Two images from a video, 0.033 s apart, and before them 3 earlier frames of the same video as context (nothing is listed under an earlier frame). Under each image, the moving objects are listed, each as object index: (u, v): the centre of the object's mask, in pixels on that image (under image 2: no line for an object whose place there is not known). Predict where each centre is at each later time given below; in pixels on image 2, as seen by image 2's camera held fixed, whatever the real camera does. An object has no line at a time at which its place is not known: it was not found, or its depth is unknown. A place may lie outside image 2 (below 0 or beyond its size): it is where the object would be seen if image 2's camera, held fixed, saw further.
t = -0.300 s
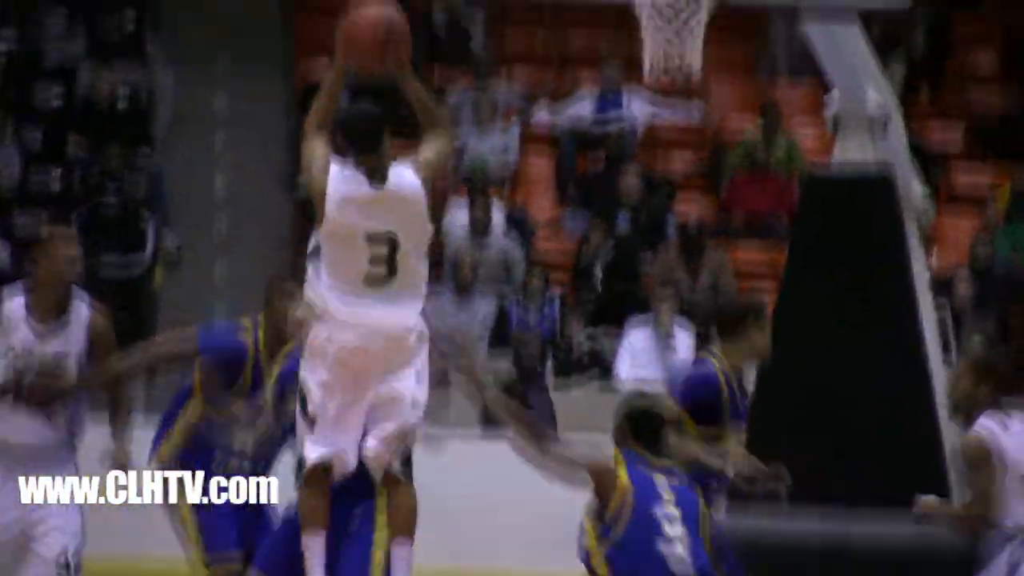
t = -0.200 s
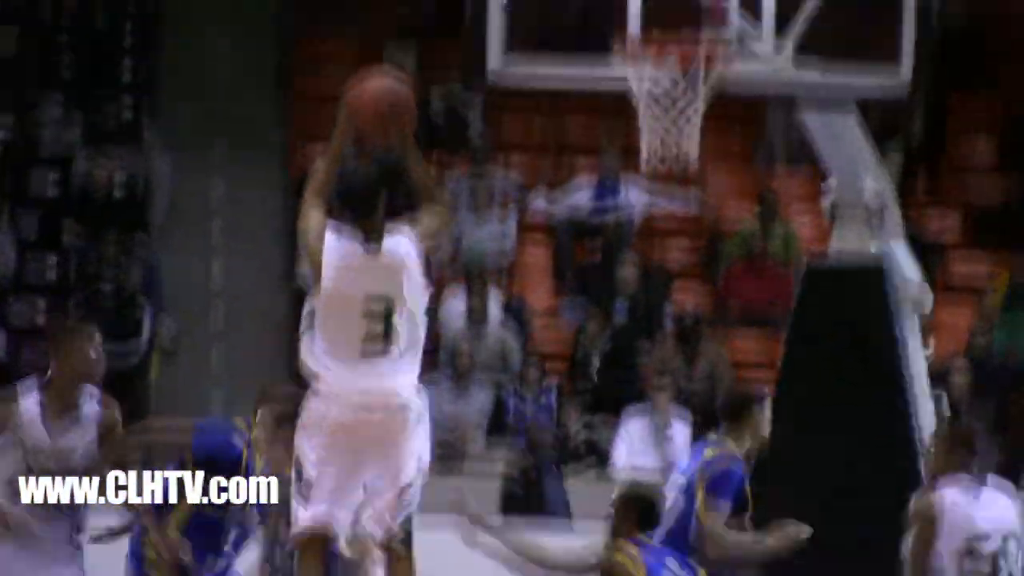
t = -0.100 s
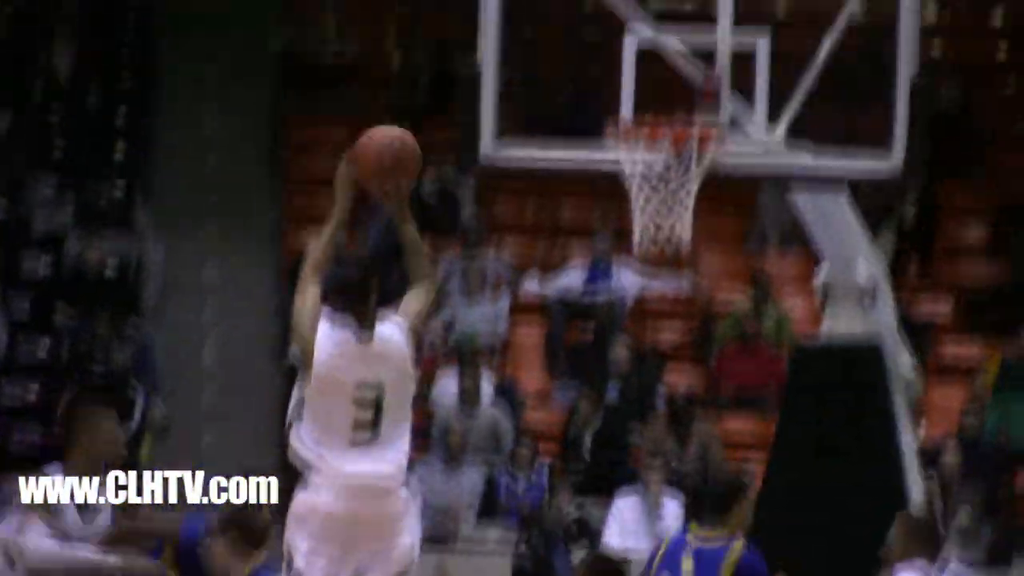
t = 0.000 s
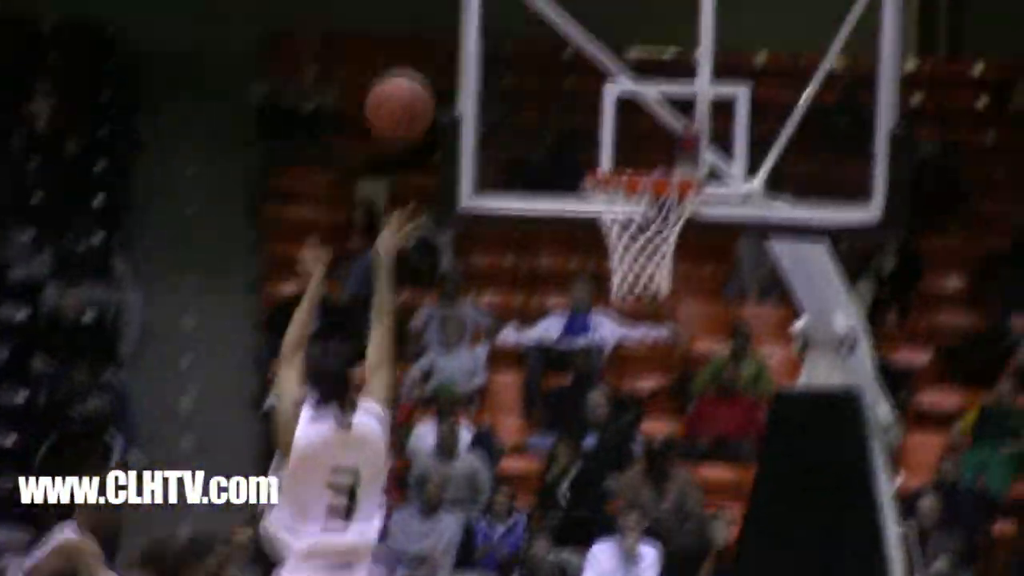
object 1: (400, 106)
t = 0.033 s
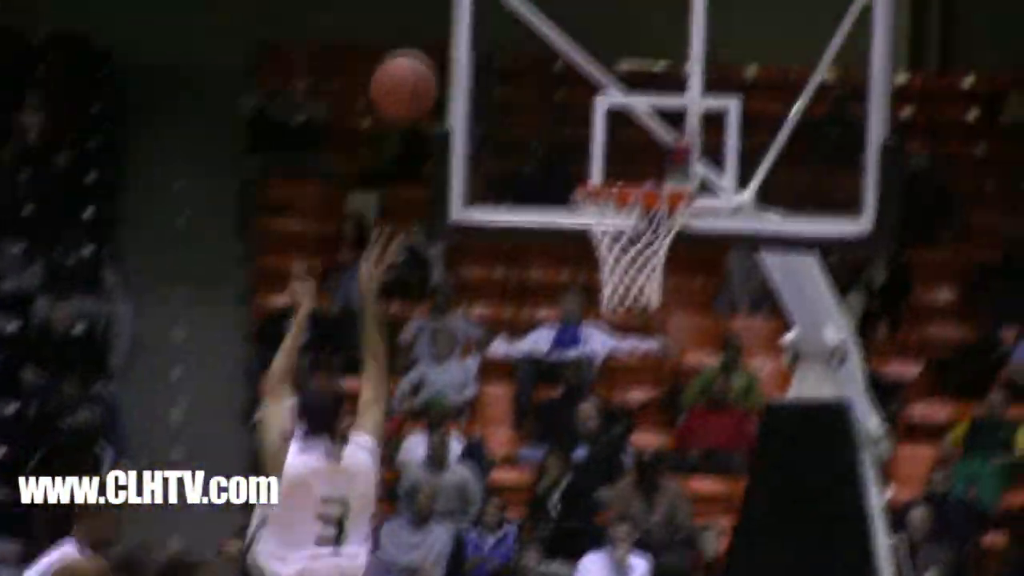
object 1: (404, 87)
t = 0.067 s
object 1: (418, 59)
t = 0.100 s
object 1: (431, 32)
